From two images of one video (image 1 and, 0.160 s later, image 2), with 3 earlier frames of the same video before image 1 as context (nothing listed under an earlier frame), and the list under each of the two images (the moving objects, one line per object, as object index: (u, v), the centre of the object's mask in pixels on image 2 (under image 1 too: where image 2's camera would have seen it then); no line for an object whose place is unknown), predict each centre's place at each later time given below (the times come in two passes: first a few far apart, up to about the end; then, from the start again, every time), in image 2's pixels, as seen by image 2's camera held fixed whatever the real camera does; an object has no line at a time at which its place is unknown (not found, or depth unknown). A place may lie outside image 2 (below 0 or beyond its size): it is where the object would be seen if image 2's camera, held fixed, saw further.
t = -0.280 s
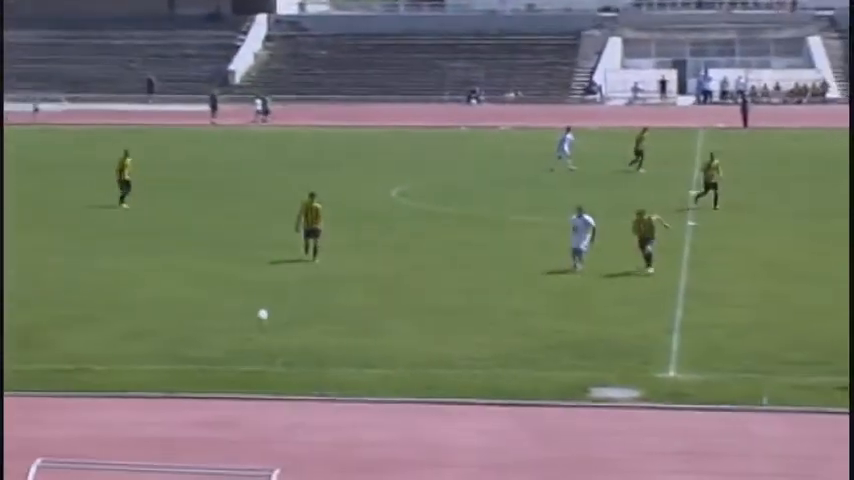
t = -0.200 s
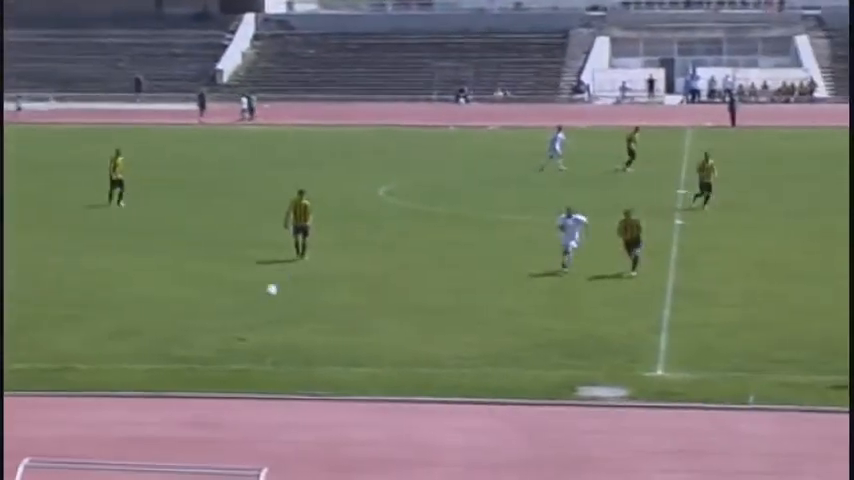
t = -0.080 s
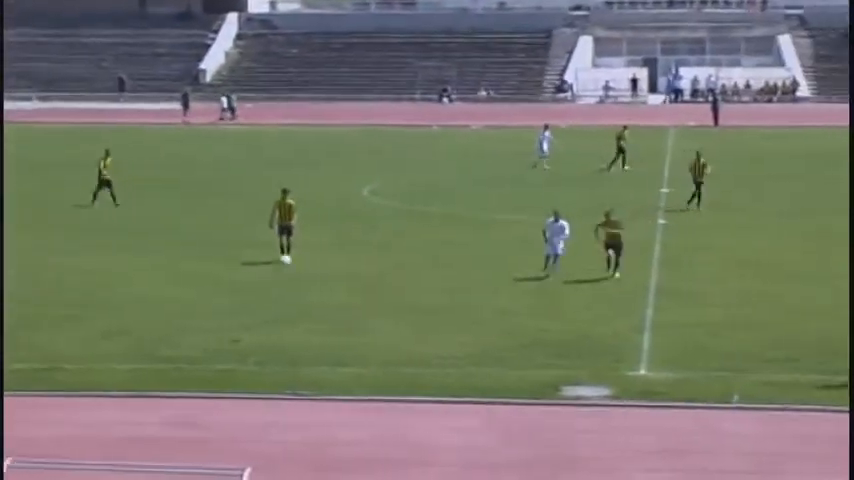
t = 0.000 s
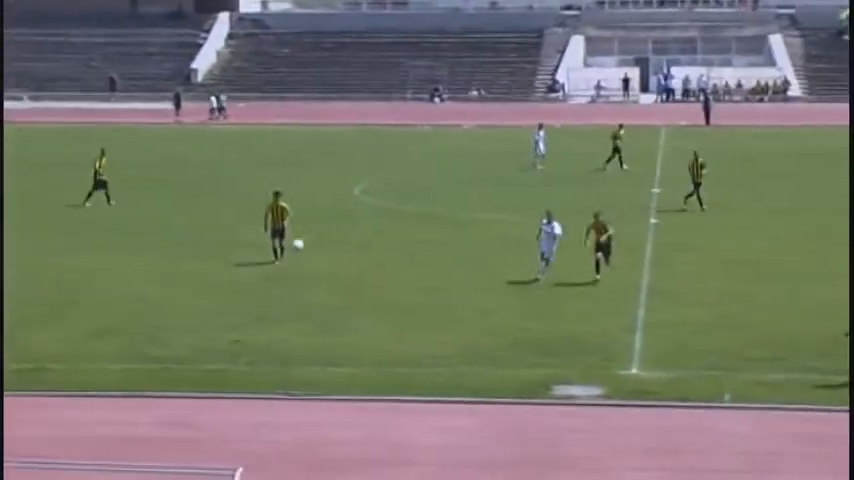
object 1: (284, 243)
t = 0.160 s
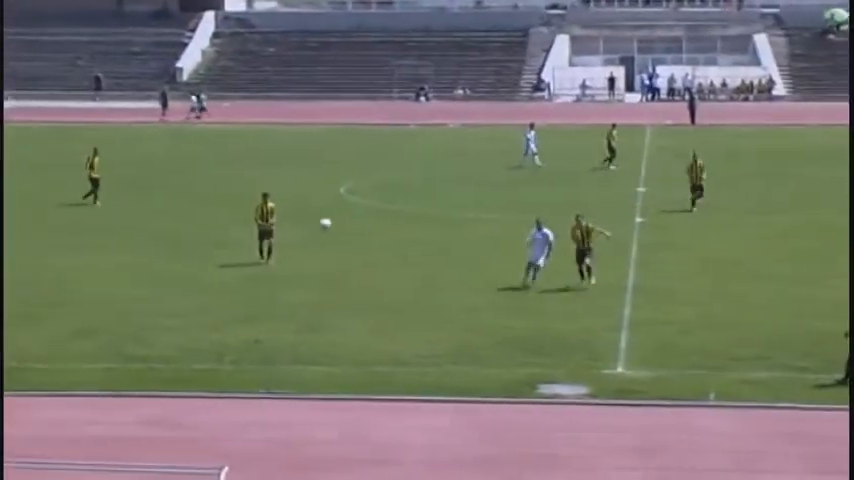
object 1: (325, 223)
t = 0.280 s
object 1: (356, 217)
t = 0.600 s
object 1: (437, 237)
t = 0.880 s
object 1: (504, 297)
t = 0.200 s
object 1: (335, 220)
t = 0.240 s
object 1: (345, 218)
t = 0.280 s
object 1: (356, 217)
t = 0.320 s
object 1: (366, 217)
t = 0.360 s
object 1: (377, 217)
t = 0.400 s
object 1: (387, 218)
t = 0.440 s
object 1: (397, 220)
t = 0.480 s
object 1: (407, 223)
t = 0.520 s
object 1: (418, 227)
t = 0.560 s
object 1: (427, 231)
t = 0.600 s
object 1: (437, 237)
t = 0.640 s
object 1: (447, 243)
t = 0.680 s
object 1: (457, 251)
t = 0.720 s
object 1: (467, 259)
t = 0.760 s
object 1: (476, 267)
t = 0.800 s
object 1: (486, 276)
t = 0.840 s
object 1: (495, 286)
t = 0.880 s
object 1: (504, 297)
